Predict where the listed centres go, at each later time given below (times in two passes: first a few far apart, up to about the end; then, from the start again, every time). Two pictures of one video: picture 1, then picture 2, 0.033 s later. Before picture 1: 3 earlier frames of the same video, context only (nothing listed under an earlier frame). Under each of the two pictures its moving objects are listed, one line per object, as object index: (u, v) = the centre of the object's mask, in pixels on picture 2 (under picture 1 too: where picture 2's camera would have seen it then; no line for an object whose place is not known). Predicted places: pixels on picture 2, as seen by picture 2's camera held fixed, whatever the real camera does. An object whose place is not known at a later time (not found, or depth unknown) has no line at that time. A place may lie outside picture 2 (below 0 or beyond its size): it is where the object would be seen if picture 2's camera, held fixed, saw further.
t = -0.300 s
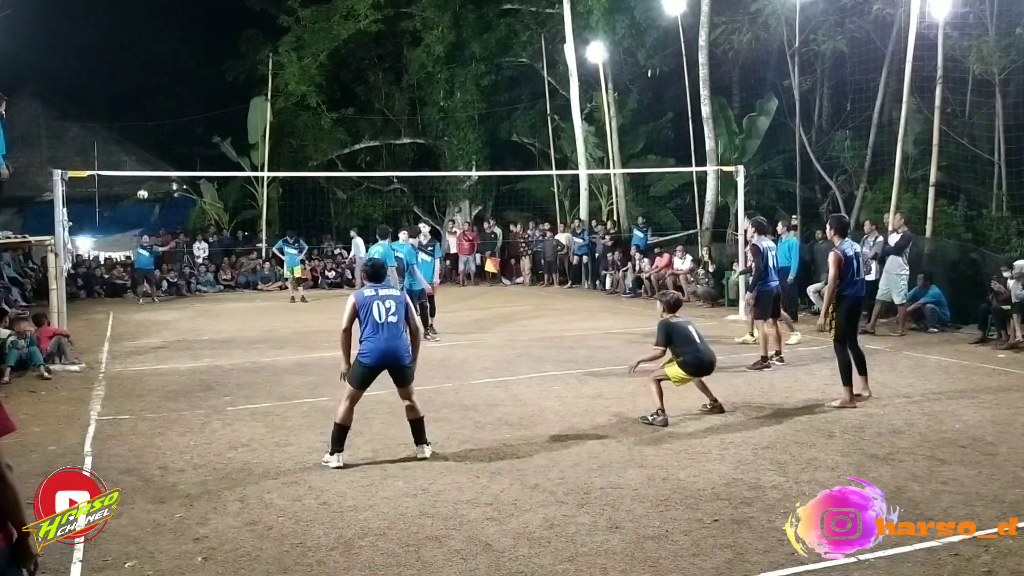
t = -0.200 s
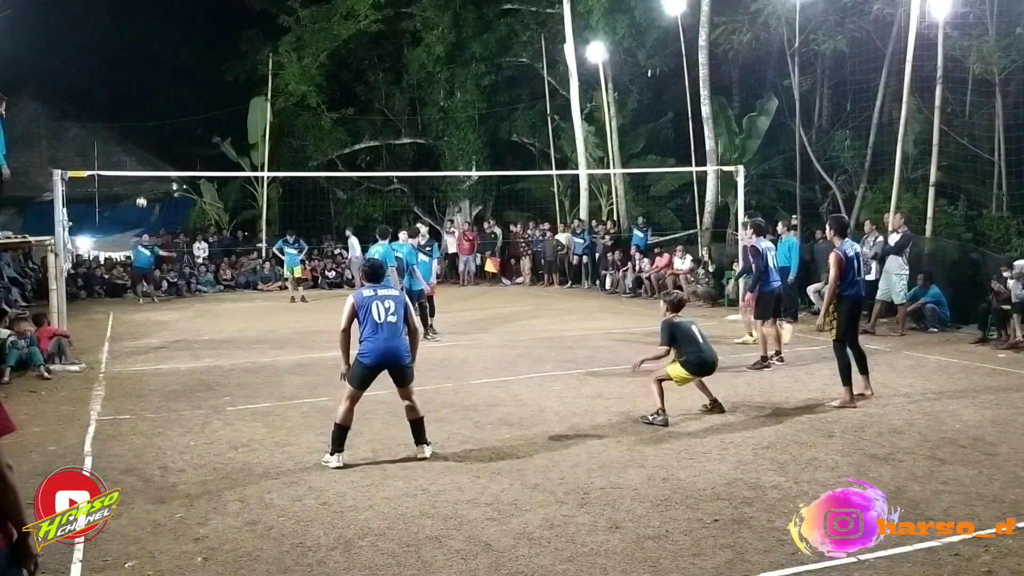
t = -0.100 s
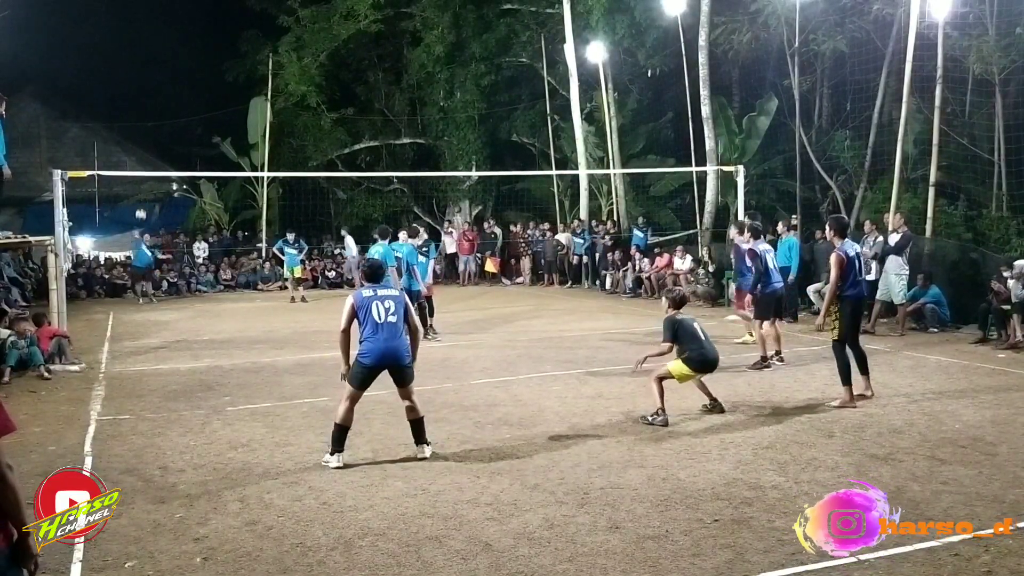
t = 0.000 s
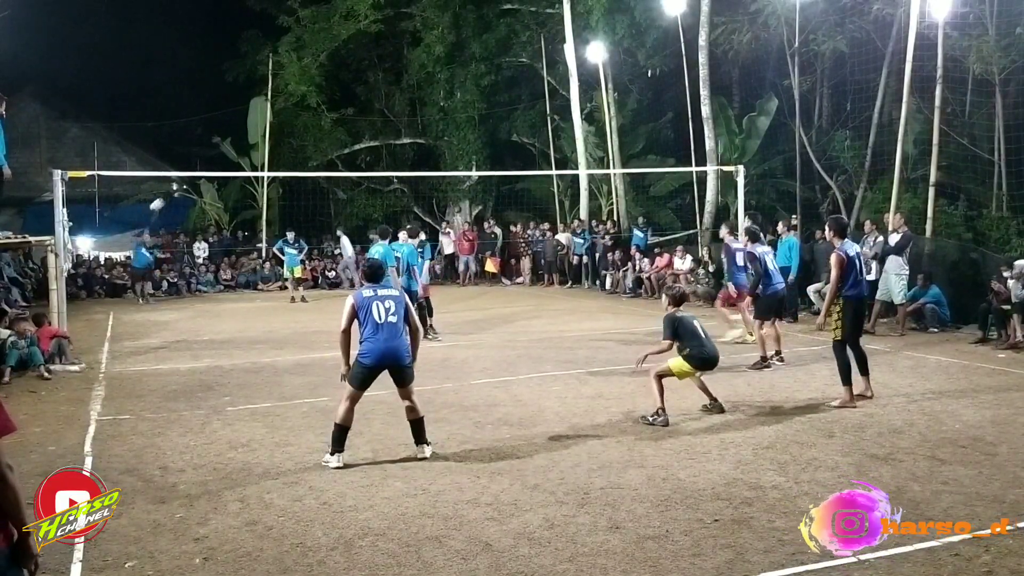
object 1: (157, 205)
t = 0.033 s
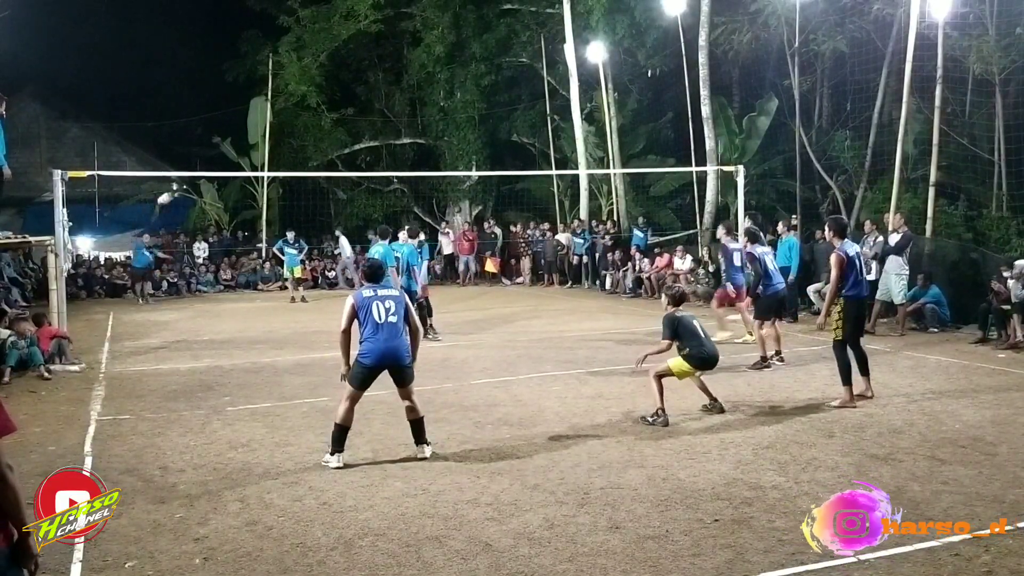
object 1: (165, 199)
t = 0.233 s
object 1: (224, 166)
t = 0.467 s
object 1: (313, 147)
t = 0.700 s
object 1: (431, 158)
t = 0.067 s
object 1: (174, 191)
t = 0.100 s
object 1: (182, 187)
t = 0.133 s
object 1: (192, 181)
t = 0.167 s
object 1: (201, 176)
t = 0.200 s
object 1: (212, 170)
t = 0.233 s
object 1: (224, 166)
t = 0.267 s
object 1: (235, 162)
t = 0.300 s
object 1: (246, 159)
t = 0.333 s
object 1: (257, 156)
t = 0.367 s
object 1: (271, 152)
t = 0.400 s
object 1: (284, 150)
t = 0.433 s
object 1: (298, 148)
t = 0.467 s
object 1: (313, 147)
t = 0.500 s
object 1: (327, 146)
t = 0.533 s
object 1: (342, 146)
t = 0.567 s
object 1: (360, 146)
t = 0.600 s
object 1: (375, 148)
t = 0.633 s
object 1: (393, 150)
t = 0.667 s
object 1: (412, 153)
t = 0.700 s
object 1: (431, 158)
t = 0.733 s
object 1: (449, 162)
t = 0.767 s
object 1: (471, 168)
